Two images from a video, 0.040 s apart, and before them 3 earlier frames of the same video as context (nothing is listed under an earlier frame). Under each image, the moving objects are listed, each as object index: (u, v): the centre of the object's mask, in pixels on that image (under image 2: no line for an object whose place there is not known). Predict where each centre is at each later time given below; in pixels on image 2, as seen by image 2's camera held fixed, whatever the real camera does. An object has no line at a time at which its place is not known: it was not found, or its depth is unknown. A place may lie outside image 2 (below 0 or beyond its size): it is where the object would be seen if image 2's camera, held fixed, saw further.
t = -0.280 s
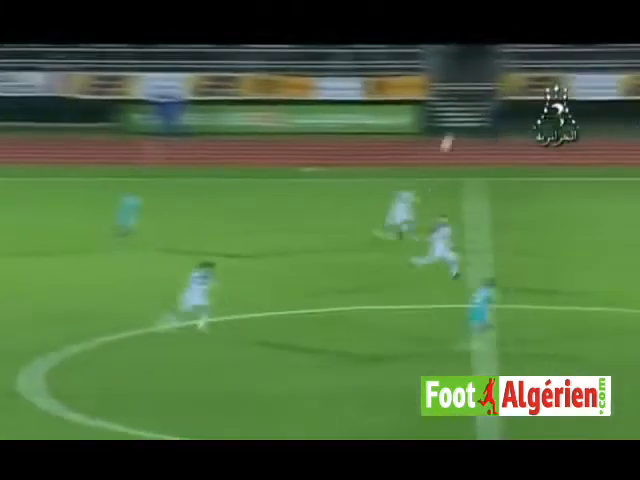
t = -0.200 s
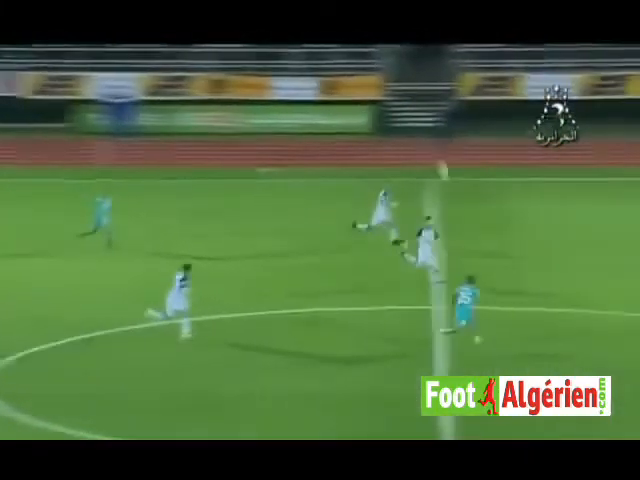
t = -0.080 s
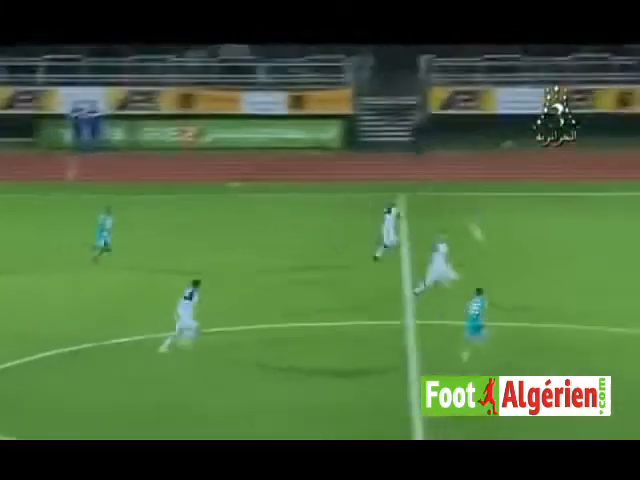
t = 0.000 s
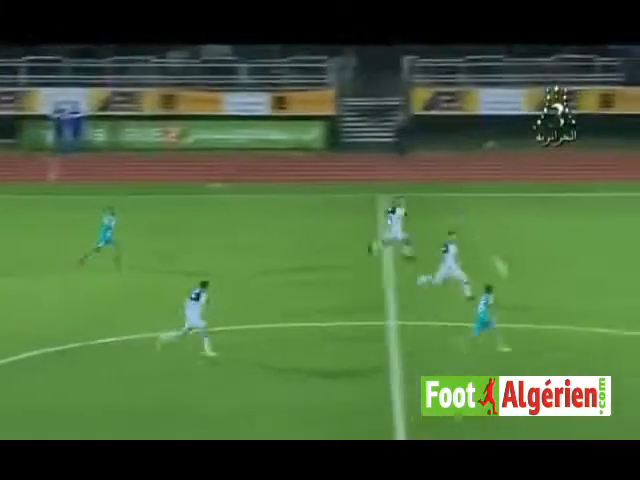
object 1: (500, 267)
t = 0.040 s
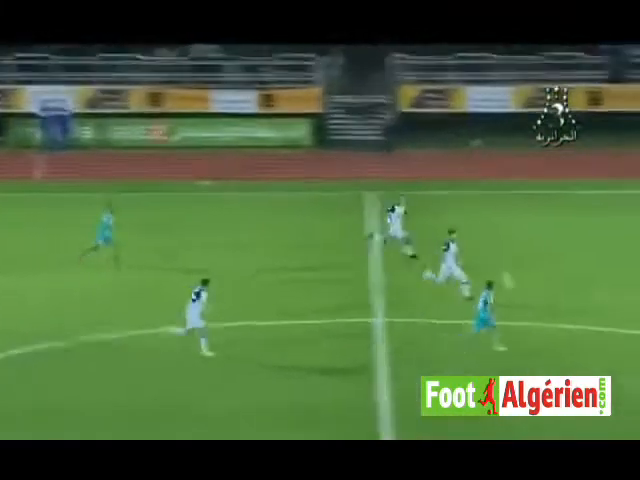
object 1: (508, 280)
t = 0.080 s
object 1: (527, 299)
